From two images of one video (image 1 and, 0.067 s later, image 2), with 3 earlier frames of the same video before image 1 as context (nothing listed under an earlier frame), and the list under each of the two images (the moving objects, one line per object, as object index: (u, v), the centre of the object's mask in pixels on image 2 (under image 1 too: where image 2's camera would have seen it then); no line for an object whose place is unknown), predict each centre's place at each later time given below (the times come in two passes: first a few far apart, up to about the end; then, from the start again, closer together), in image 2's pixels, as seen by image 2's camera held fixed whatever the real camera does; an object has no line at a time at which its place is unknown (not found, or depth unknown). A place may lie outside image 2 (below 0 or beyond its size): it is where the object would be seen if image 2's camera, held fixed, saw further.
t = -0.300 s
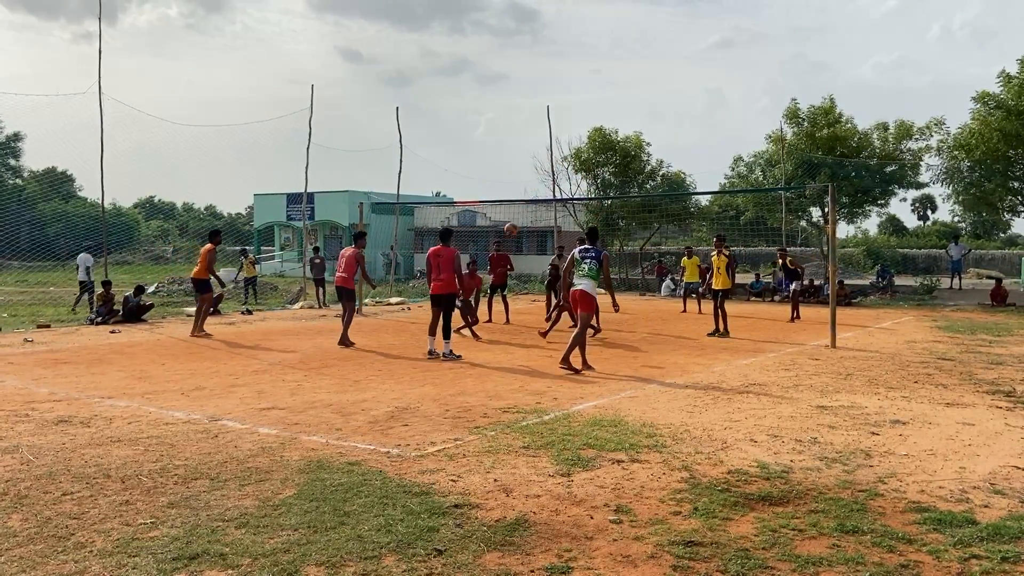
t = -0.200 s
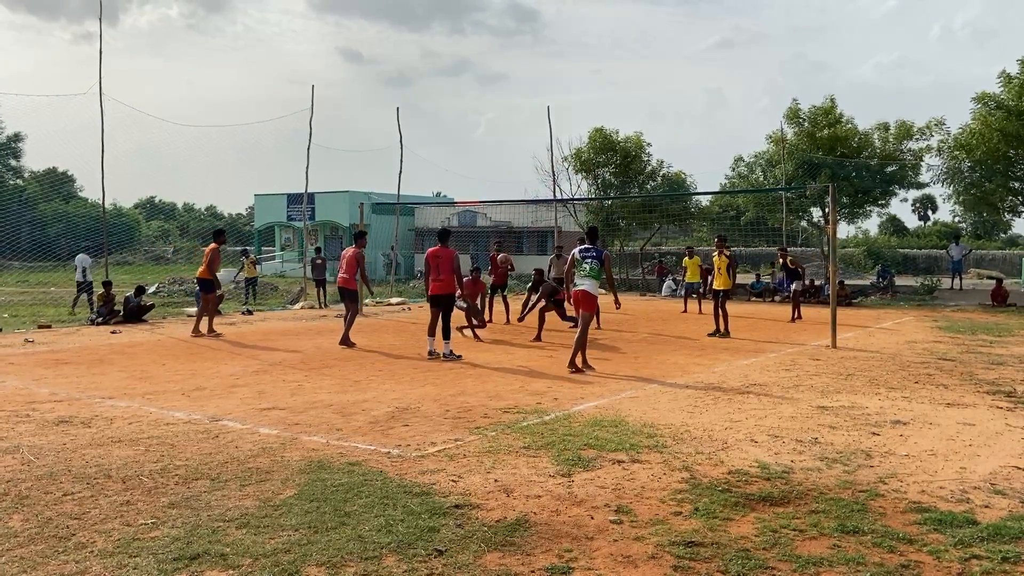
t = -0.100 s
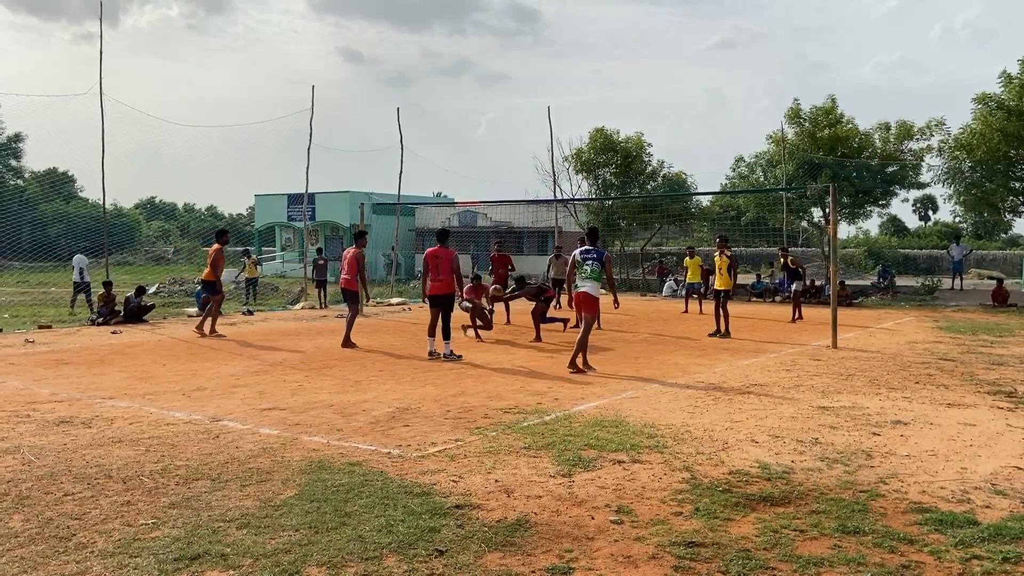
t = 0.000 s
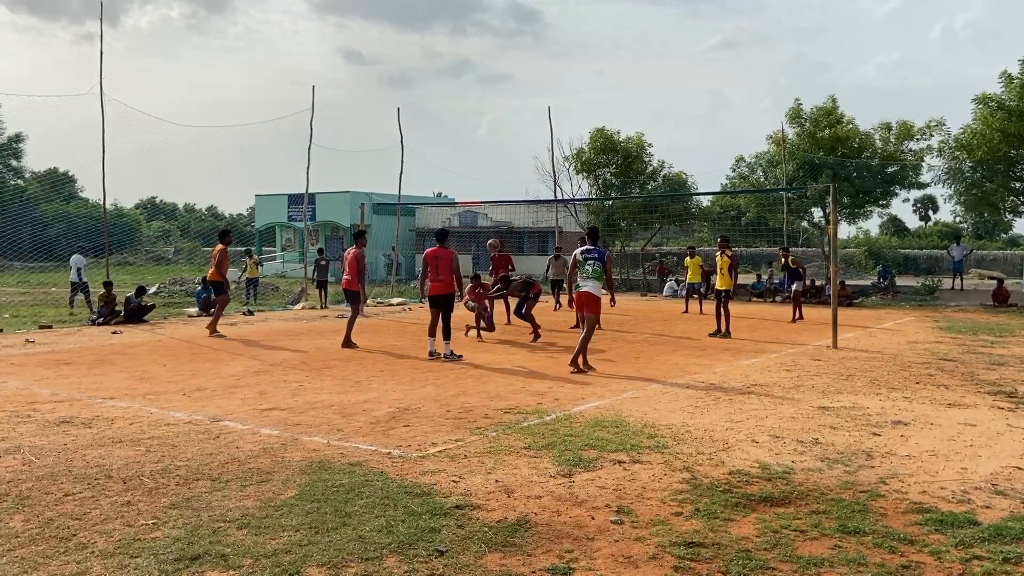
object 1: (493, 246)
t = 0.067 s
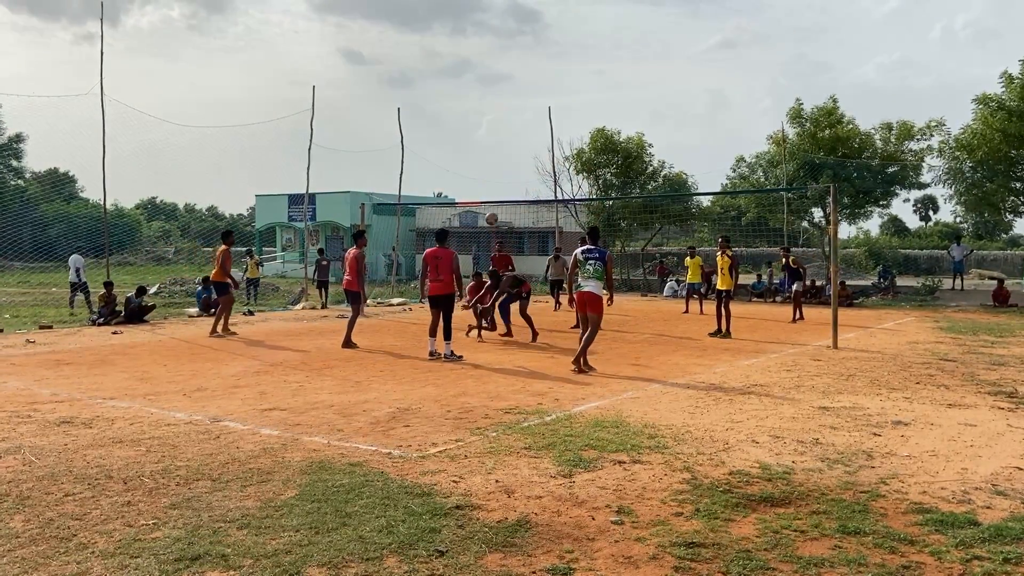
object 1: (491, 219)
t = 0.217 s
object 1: (488, 168)
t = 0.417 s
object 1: (483, 124)
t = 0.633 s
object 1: (479, 103)
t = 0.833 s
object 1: (476, 109)
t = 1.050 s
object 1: (473, 142)
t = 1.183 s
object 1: (471, 175)
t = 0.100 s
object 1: (490, 207)
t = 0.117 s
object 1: (490, 200)
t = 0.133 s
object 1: (490, 195)
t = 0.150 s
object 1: (489, 189)
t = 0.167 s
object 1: (489, 184)
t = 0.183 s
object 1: (488, 178)
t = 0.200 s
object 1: (488, 173)
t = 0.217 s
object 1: (488, 168)
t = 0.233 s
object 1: (487, 164)
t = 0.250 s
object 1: (487, 159)
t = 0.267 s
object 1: (486, 155)
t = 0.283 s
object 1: (486, 151)
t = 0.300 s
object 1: (486, 147)
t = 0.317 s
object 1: (485, 143)
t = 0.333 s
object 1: (485, 139)
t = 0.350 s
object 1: (484, 136)
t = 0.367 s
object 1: (484, 133)
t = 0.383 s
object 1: (484, 130)
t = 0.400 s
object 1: (483, 126)
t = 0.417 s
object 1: (483, 124)
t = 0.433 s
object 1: (483, 121)
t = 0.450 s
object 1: (482, 119)
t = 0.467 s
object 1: (482, 116)
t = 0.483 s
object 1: (482, 114)
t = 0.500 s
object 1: (481, 112)
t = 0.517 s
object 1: (481, 110)
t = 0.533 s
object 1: (481, 109)
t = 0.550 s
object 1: (481, 108)
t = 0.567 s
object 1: (480, 106)
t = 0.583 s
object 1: (480, 105)
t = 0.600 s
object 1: (480, 105)
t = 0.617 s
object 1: (480, 104)
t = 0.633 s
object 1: (479, 103)
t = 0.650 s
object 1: (479, 103)
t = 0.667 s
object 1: (479, 102)
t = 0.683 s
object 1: (478, 102)
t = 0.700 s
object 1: (478, 102)
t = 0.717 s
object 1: (478, 103)
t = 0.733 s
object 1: (477, 103)
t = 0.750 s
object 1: (477, 104)
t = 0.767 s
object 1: (477, 104)
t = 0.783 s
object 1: (477, 105)
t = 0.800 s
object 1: (477, 106)
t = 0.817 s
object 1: (476, 108)
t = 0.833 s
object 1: (476, 109)
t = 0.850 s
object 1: (476, 111)
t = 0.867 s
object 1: (475, 113)
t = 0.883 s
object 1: (475, 115)
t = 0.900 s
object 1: (475, 117)
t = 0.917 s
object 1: (475, 119)
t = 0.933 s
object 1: (474, 121)
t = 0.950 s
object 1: (474, 124)
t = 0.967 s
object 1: (474, 126)
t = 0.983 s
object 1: (474, 129)
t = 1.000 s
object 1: (473, 132)
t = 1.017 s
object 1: (473, 135)
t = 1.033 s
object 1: (473, 138)
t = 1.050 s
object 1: (473, 142)
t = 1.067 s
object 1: (473, 145)
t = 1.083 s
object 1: (472, 149)
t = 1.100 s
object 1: (472, 153)
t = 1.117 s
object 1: (472, 157)
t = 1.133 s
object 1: (472, 161)
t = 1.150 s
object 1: (471, 166)
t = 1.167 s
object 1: (471, 170)
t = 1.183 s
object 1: (471, 175)
